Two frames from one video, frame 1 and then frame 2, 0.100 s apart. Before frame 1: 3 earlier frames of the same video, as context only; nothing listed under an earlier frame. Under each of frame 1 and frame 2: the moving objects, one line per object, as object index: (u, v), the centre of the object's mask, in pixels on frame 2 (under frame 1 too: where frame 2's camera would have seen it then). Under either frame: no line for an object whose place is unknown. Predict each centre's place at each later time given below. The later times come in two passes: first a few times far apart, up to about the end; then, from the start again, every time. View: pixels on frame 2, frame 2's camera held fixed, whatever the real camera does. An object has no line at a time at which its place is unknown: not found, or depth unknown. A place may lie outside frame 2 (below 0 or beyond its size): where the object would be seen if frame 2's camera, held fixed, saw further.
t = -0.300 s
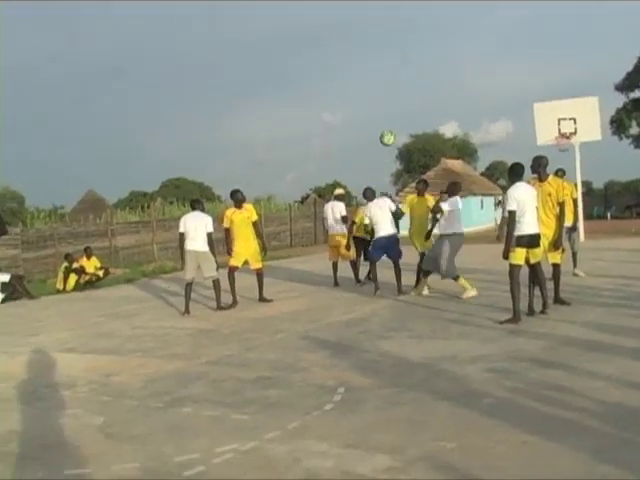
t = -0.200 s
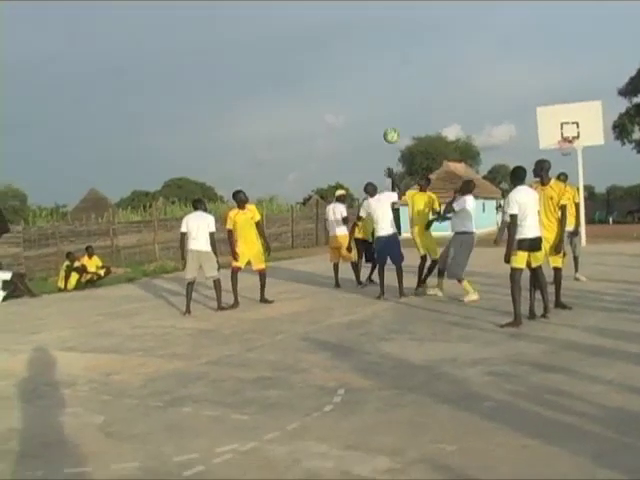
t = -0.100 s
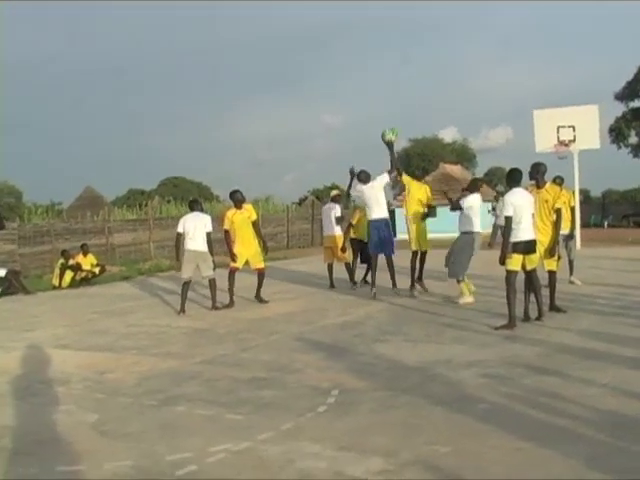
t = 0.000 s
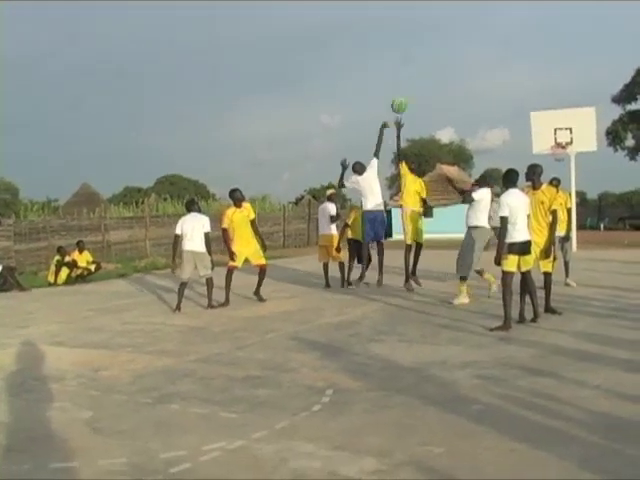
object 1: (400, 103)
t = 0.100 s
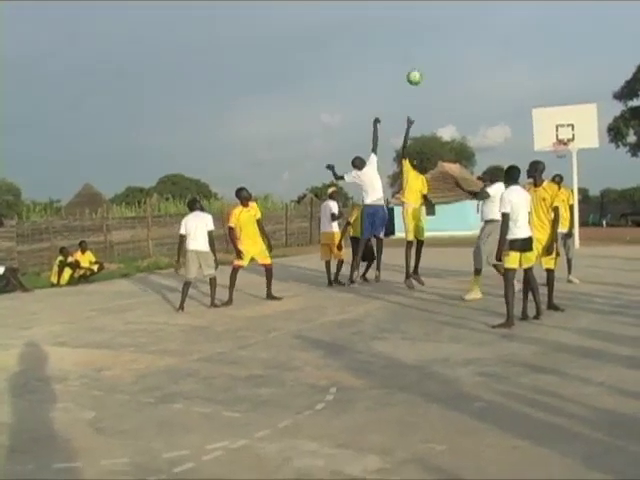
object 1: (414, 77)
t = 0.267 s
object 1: (438, 48)
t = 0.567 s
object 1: (483, 43)
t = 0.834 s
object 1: (523, 87)
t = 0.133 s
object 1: (419, 70)
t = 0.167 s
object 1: (424, 63)
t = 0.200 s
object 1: (429, 57)
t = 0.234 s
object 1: (434, 52)
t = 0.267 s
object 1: (438, 48)
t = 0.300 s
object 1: (443, 45)
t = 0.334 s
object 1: (448, 42)
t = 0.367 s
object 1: (453, 40)
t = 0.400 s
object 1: (458, 39)
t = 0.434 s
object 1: (463, 38)
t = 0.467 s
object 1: (468, 38)
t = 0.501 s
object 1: (472, 39)
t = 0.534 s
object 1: (478, 41)
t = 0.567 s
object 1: (483, 43)
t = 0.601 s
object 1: (488, 46)
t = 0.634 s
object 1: (493, 50)
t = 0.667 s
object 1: (498, 54)
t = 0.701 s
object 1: (502, 60)
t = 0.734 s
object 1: (507, 65)
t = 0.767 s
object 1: (513, 72)
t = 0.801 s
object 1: (518, 79)
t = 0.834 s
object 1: (523, 87)
